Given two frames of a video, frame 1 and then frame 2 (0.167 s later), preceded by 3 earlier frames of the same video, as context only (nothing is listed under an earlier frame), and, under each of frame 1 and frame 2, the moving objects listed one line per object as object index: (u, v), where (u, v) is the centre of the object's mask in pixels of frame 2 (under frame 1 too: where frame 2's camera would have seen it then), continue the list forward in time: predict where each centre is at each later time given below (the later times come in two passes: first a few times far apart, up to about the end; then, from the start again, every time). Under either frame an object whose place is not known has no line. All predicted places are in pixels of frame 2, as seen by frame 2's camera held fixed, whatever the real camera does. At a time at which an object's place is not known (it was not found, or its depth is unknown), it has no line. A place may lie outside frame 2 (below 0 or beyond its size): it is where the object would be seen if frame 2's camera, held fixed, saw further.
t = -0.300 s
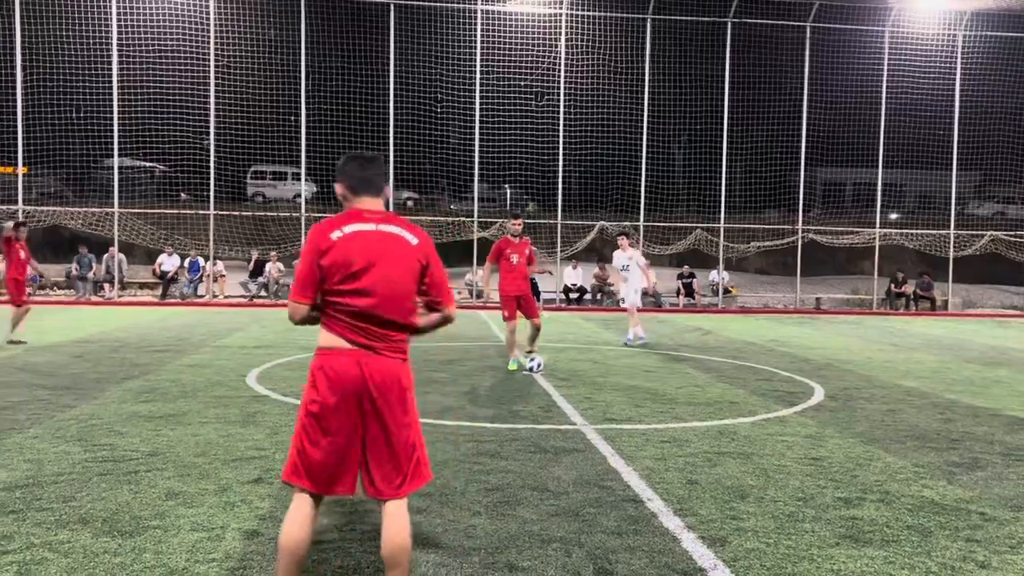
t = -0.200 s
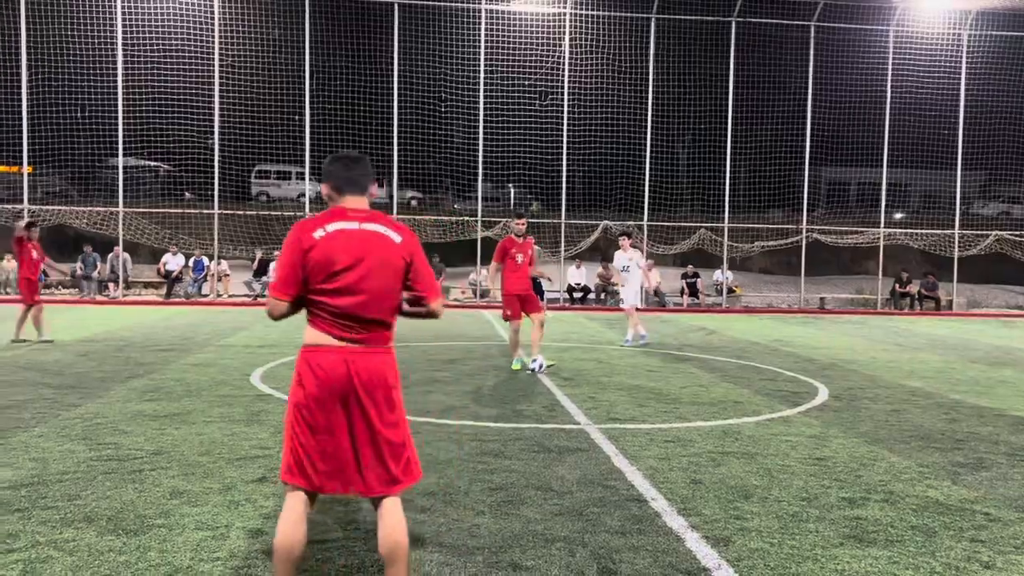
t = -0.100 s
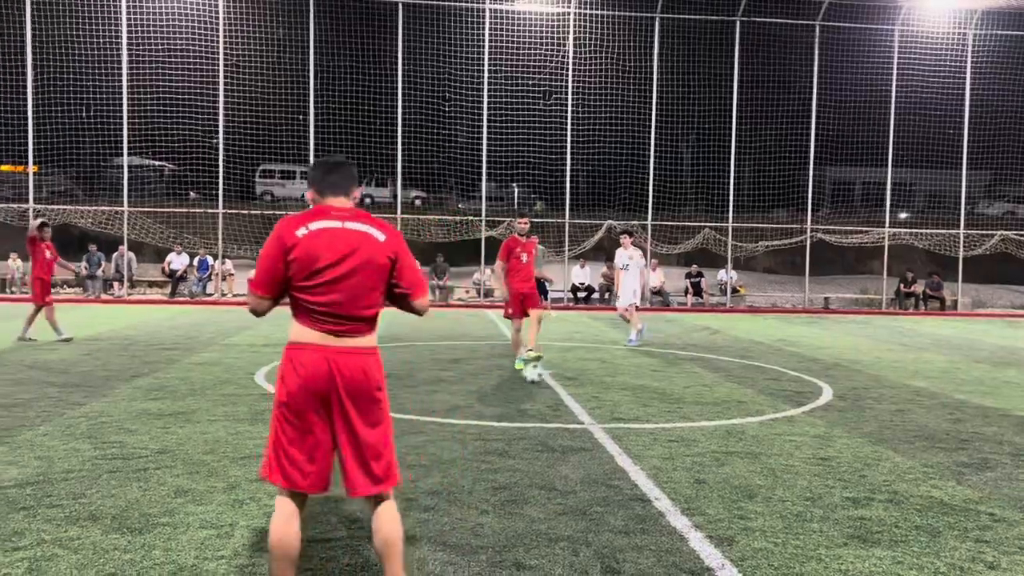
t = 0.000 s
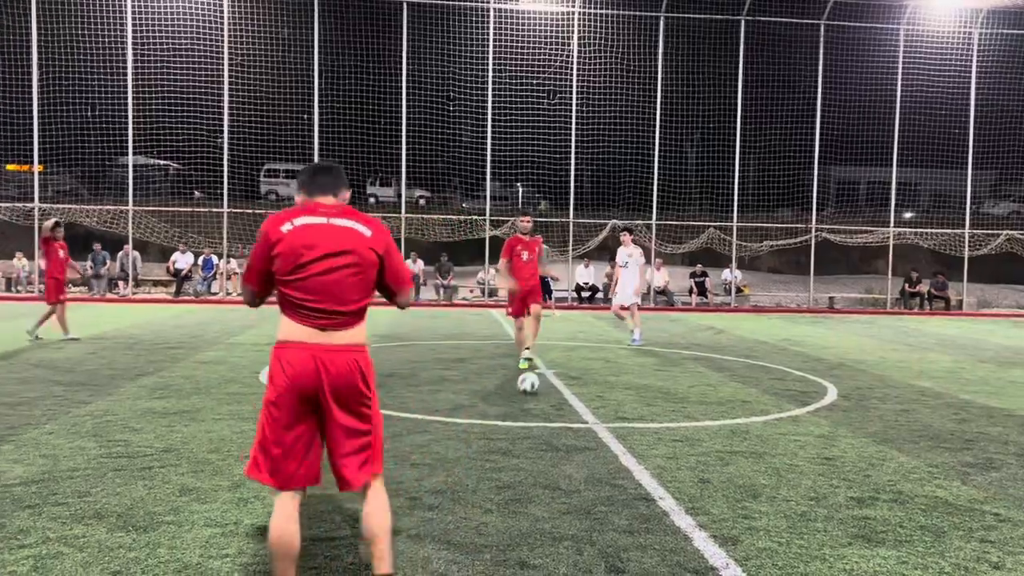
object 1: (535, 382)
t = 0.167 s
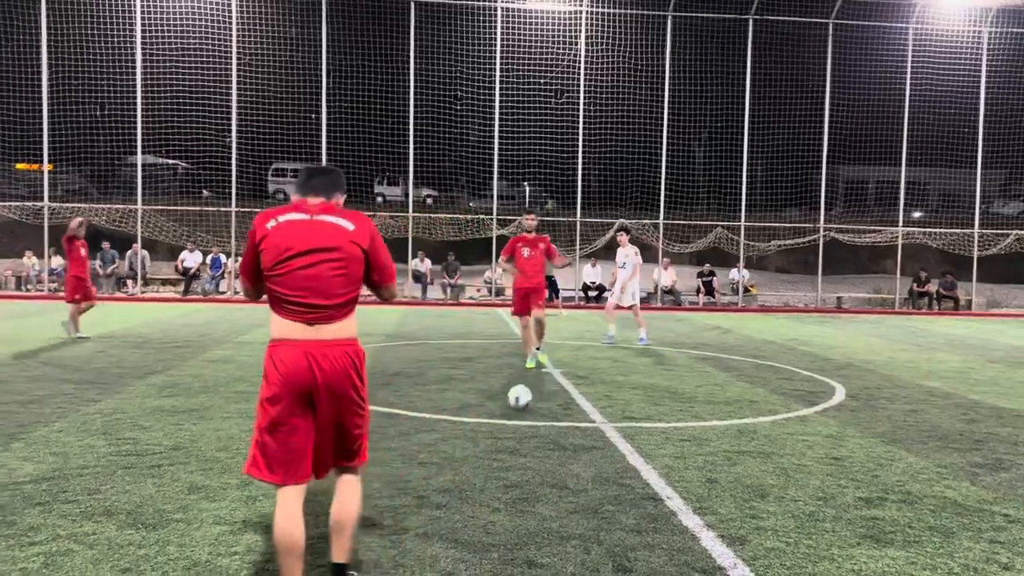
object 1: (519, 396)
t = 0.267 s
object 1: (508, 412)
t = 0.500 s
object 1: (479, 443)
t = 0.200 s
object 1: (516, 400)
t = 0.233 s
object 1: (512, 405)
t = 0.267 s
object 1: (508, 412)
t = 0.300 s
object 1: (505, 415)
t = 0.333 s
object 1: (501, 420)
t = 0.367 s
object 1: (497, 425)
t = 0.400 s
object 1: (493, 429)
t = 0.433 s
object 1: (490, 435)
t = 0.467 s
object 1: (484, 439)
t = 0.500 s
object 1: (479, 443)
